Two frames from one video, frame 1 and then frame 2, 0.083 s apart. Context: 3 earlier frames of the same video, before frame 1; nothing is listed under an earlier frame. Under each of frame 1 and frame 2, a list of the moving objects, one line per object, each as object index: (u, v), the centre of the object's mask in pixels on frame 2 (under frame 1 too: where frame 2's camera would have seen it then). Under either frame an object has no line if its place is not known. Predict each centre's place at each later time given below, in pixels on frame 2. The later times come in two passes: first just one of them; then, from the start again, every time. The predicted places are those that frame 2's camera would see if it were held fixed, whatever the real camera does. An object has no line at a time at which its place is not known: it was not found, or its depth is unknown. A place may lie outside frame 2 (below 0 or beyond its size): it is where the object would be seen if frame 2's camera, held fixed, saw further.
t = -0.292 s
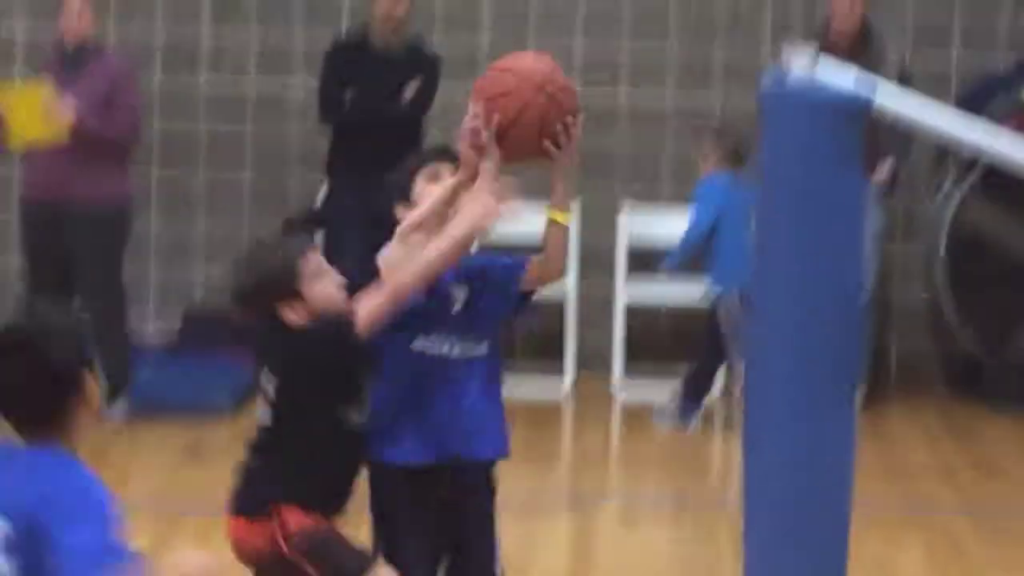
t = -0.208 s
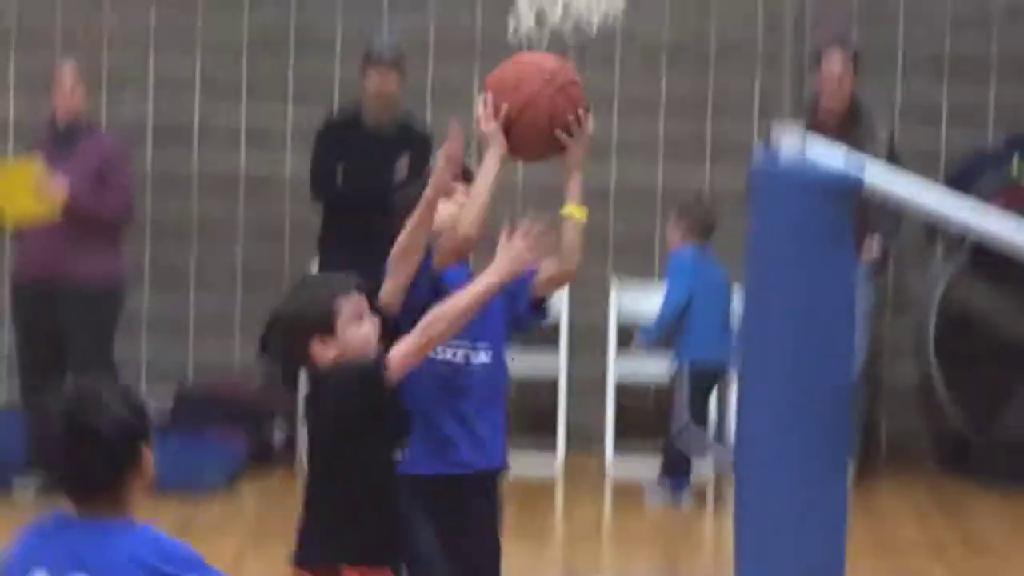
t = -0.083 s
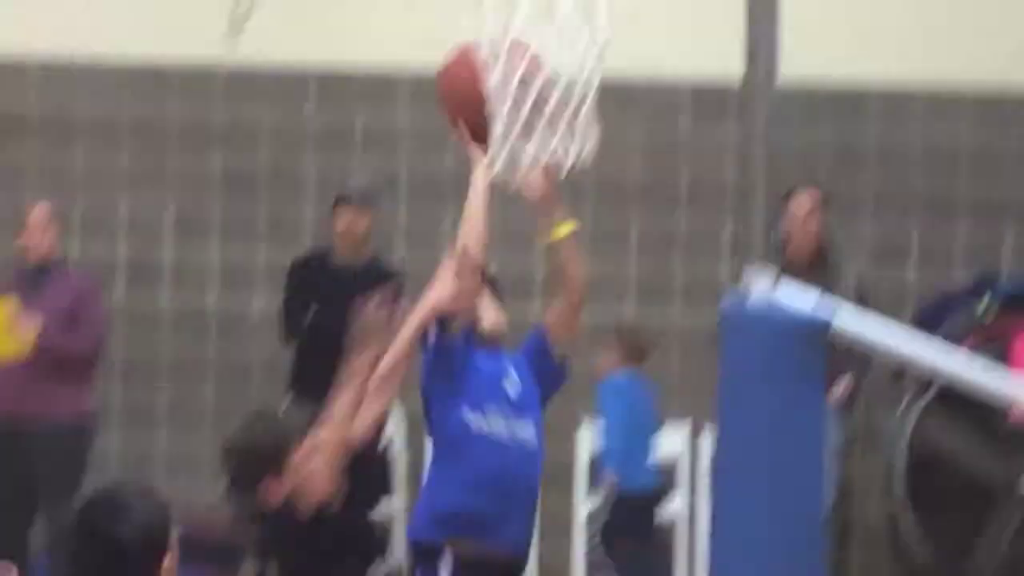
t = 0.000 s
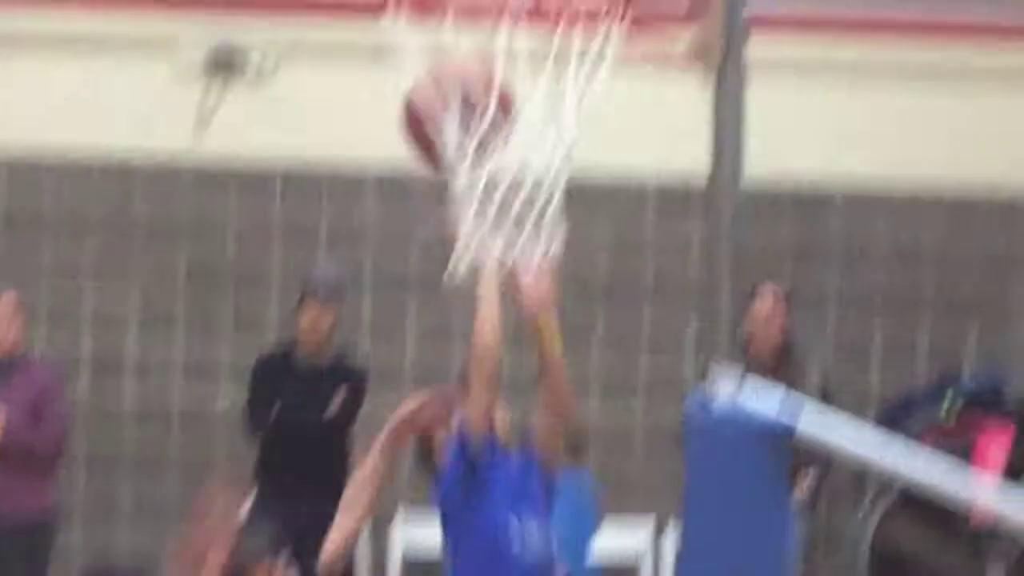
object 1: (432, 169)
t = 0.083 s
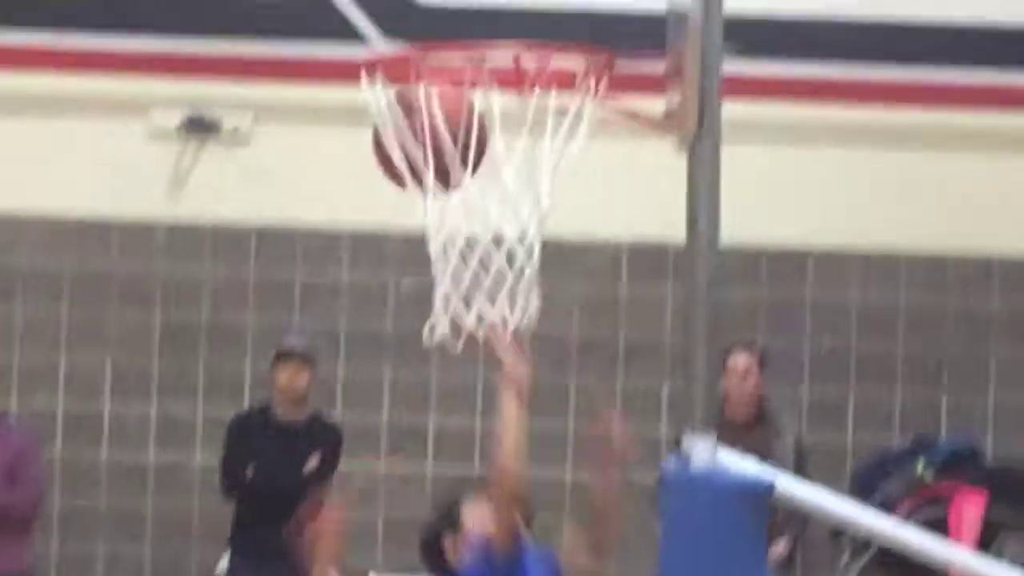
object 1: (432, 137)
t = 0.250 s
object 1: (389, 164)
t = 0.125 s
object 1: (445, 127)
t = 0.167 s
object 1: (445, 125)
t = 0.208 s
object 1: (419, 140)
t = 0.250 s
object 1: (389, 164)
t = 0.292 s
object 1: (385, 196)
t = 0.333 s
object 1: (389, 225)
